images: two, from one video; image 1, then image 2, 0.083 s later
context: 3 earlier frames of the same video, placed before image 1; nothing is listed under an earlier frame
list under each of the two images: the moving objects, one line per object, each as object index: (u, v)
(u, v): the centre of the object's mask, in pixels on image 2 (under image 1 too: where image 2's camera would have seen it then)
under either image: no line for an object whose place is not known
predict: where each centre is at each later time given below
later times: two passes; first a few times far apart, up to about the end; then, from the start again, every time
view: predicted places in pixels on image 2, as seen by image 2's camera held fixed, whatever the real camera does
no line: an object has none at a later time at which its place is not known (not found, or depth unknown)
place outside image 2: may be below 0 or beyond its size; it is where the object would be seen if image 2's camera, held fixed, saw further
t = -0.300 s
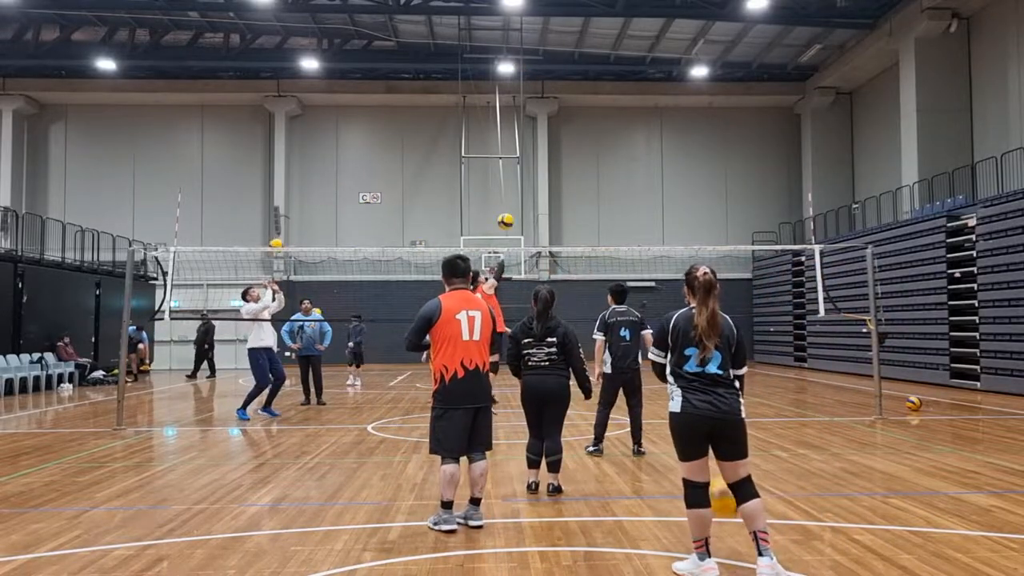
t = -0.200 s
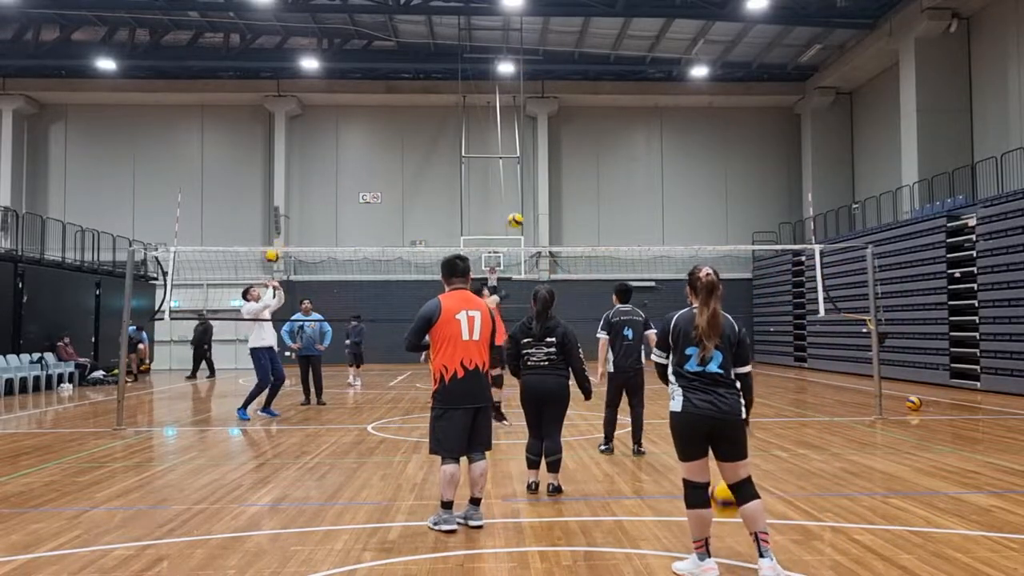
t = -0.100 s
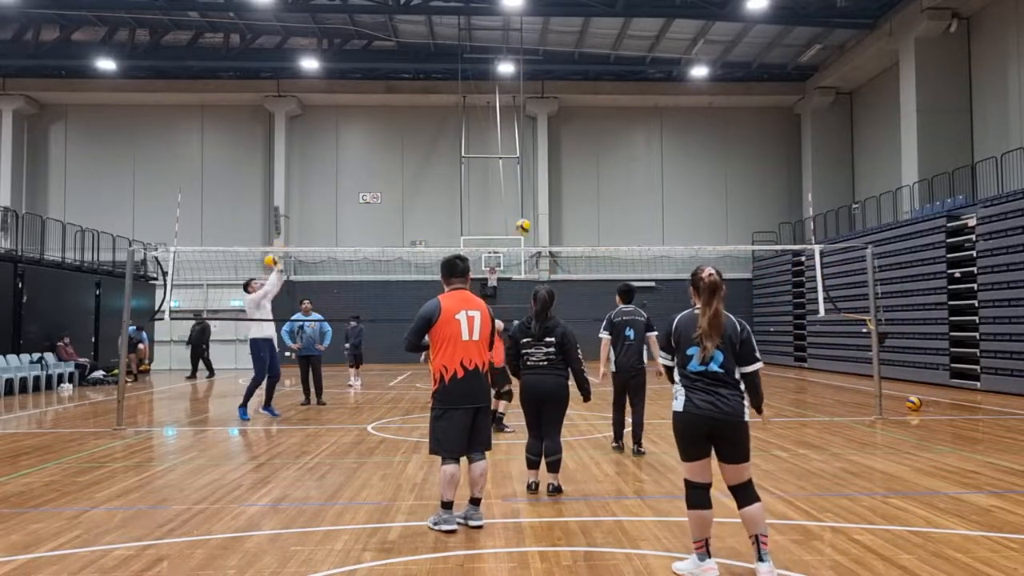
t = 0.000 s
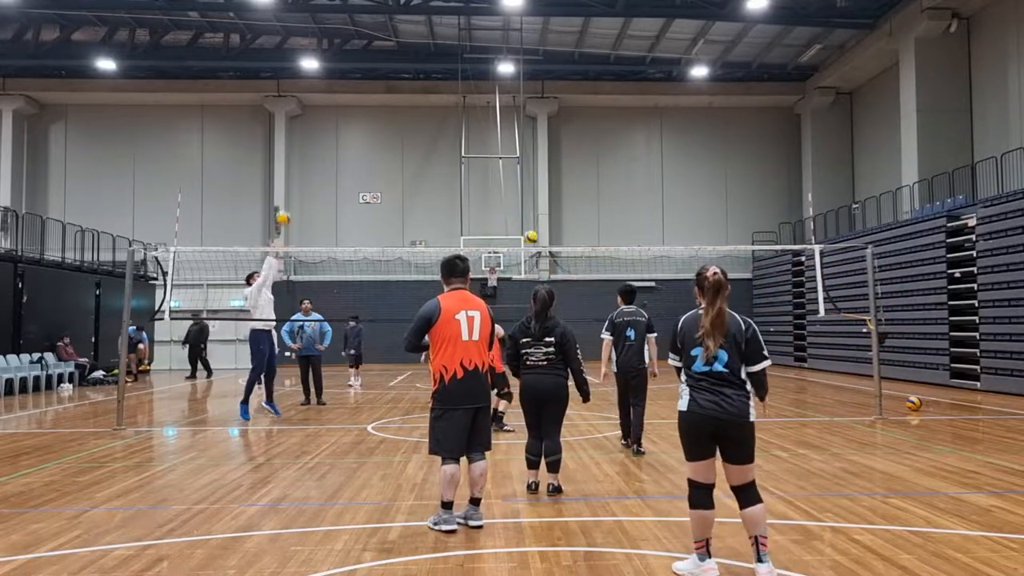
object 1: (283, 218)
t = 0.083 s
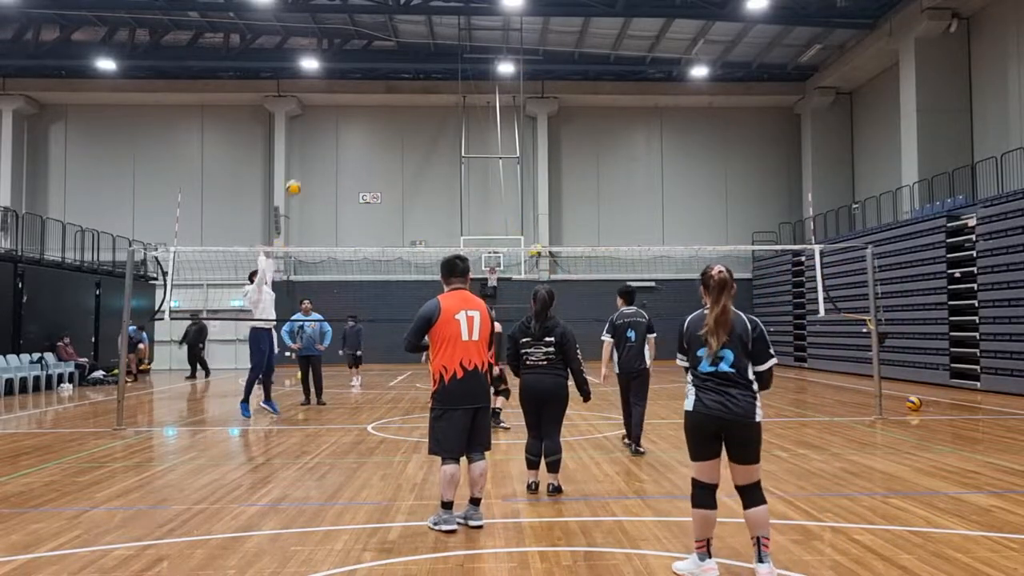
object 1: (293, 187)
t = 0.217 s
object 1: (309, 149)
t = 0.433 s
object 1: (332, 113)
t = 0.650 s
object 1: (355, 107)
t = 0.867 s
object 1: (377, 131)
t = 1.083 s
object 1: (399, 185)
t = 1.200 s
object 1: (409, 226)
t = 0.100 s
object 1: (295, 182)
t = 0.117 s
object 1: (297, 176)
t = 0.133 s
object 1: (299, 171)
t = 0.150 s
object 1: (301, 166)
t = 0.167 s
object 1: (303, 162)
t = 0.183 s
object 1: (305, 158)
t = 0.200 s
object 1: (307, 153)
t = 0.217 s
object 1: (309, 149)
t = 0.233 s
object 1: (311, 145)
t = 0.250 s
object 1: (312, 142)
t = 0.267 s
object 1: (314, 138)
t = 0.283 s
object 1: (316, 134)
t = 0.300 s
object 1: (318, 131)
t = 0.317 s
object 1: (320, 128)
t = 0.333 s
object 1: (322, 126)
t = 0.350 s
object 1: (323, 123)
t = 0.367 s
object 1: (325, 120)
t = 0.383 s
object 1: (327, 118)
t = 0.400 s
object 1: (329, 116)
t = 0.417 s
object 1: (330, 114)
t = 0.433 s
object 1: (332, 113)
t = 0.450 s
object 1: (334, 111)
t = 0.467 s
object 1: (336, 110)
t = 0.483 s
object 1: (338, 109)
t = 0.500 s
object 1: (339, 108)
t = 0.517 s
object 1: (341, 107)
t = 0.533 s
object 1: (342, 106)
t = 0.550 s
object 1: (344, 106)
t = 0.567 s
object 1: (346, 106)
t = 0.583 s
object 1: (348, 106)
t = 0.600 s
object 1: (349, 106)
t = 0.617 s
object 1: (351, 106)
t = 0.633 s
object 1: (353, 106)
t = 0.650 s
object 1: (355, 107)
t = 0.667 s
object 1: (356, 108)
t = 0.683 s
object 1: (358, 109)
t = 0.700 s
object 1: (360, 110)
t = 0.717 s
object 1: (361, 111)
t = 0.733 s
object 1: (363, 113)
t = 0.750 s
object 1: (365, 115)
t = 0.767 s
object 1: (367, 116)
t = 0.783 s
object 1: (368, 118)
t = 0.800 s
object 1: (370, 120)
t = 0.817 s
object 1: (372, 123)
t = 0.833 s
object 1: (374, 125)
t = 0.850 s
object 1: (375, 128)
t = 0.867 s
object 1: (377, 131)
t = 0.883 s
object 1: (379, 134)
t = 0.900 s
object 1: (381, 137)
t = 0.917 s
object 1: (382, 141)
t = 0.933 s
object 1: (384, 144)
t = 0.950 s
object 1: (385, 148)
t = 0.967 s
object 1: (386, 152)
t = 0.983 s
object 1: (388, 156)
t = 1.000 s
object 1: (390, 161)
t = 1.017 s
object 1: (392, 165)
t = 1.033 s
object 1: (393, 169)
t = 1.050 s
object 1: (395, 174)
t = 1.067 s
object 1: (397, 180)
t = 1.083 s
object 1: (399, 185)
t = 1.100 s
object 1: (400, 190)
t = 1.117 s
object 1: (402, 196)
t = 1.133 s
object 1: (403, 202)
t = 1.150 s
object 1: (405, 207)
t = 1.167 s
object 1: (406, 213)
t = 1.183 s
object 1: (408, 219)
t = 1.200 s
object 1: (409, 226)
